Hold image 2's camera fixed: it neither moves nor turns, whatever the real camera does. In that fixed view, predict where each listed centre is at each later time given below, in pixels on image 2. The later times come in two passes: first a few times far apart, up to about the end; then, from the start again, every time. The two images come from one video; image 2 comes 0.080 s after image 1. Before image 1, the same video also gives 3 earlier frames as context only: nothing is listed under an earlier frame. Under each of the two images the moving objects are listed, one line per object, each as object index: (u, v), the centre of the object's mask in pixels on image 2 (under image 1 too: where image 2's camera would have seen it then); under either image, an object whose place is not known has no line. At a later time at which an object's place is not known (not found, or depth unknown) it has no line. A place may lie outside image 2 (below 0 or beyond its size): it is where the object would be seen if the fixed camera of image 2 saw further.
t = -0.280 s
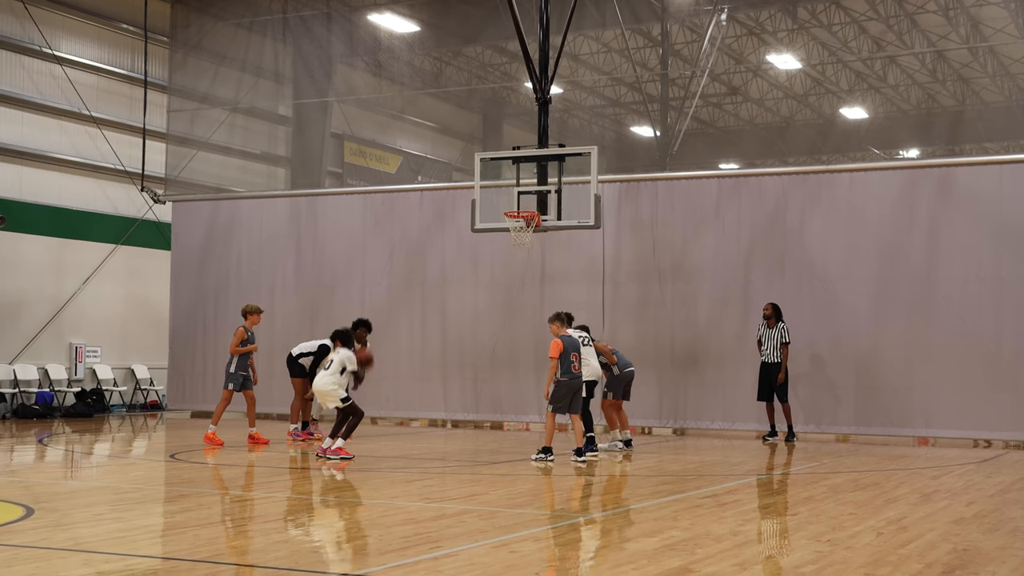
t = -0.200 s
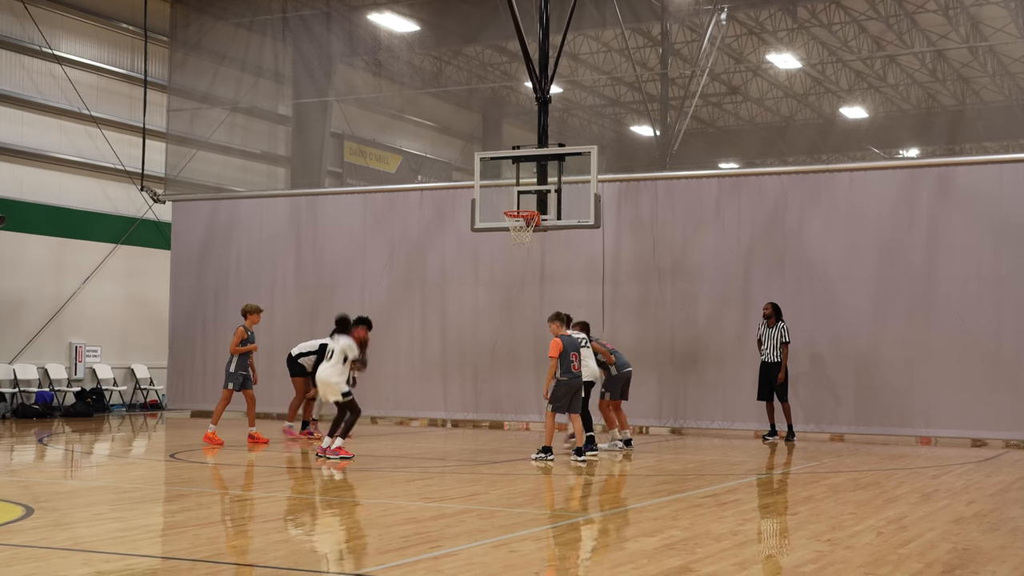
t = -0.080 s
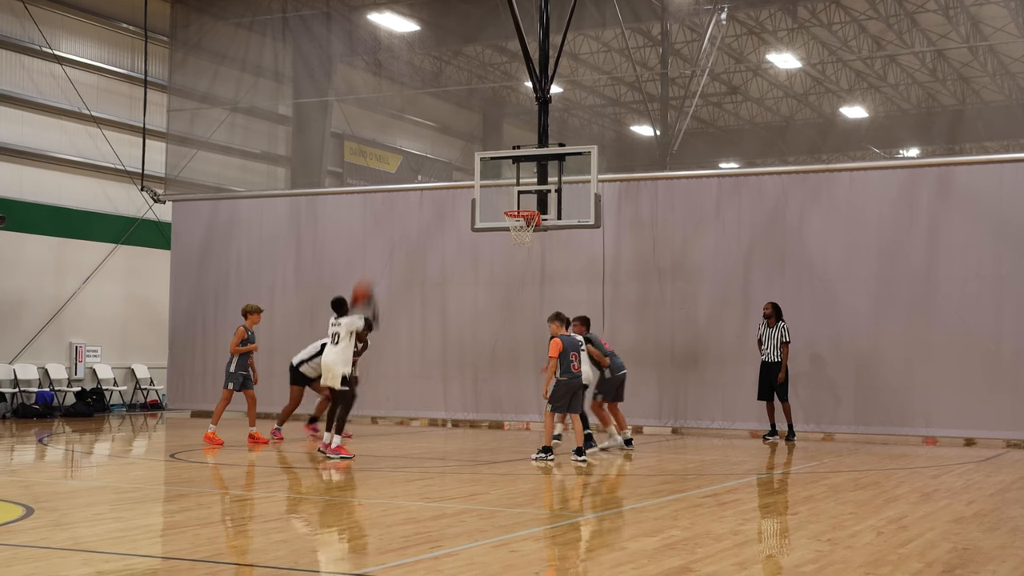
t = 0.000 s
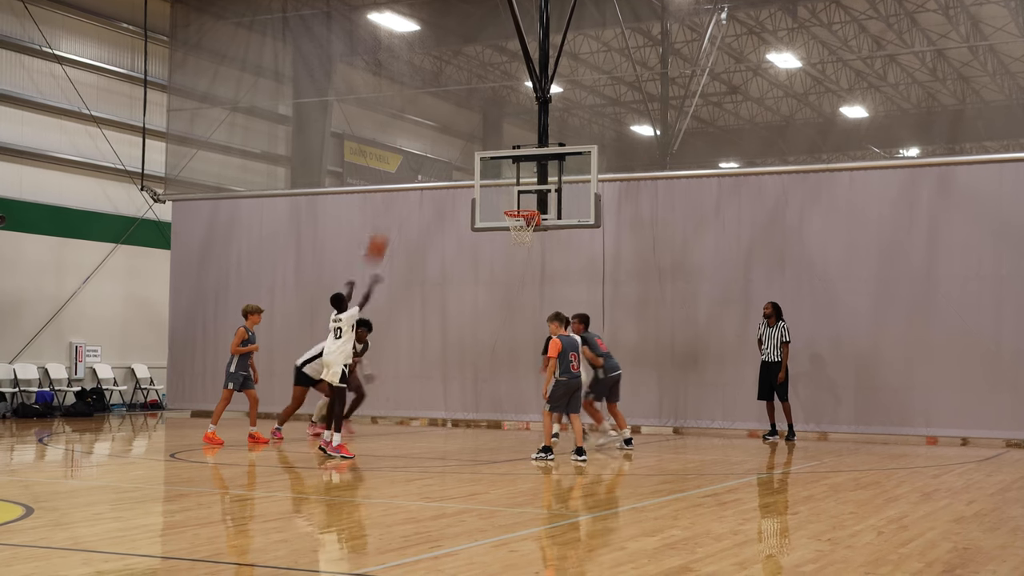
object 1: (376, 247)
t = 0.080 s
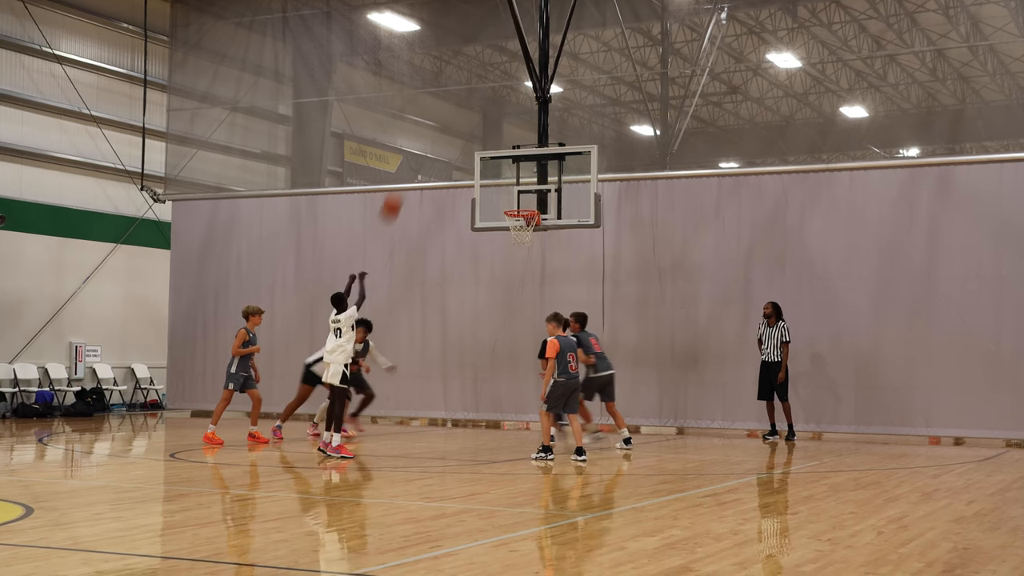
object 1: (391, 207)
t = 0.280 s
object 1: (424, 135)
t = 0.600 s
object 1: (469, 95)
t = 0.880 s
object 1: (502, 126)
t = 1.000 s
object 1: (515, 157)
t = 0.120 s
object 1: (398, 190)
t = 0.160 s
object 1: (406, 172)
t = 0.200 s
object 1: (412, 160)
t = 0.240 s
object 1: (418, 146)
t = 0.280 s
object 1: (424, 135)
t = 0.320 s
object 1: (431, 124)
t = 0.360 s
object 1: (437, 116)
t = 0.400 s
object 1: (442, 110)
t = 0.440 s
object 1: (447, 104)
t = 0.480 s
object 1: (453, 100)
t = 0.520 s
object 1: (458, 97)
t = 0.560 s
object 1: (463, 96)
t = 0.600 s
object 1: (469, 95)
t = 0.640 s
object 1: (474, 97)
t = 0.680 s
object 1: (478, 99)
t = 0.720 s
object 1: (483, 102)
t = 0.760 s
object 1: (488, 106)
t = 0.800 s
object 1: (493, 111)
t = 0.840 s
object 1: (497, 118)
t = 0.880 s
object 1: (502, 126)
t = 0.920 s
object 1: (506, 135)
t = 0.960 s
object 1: (511, 144)
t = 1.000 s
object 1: (515, 157)
